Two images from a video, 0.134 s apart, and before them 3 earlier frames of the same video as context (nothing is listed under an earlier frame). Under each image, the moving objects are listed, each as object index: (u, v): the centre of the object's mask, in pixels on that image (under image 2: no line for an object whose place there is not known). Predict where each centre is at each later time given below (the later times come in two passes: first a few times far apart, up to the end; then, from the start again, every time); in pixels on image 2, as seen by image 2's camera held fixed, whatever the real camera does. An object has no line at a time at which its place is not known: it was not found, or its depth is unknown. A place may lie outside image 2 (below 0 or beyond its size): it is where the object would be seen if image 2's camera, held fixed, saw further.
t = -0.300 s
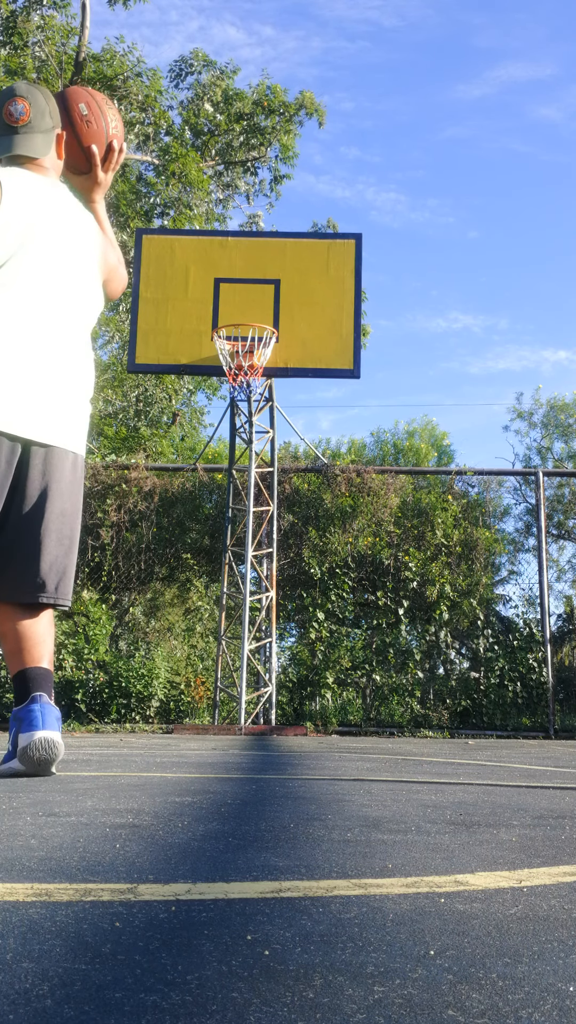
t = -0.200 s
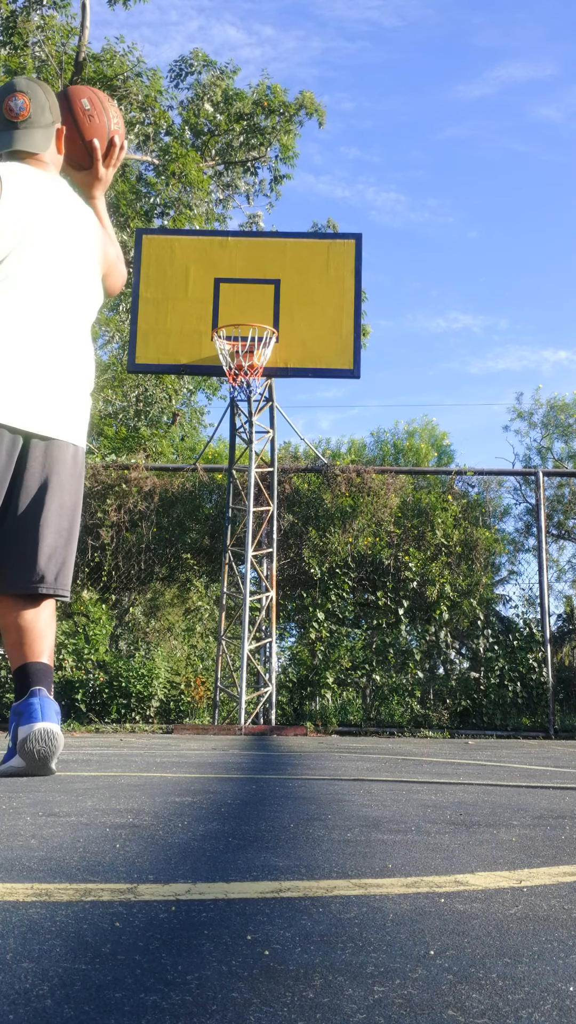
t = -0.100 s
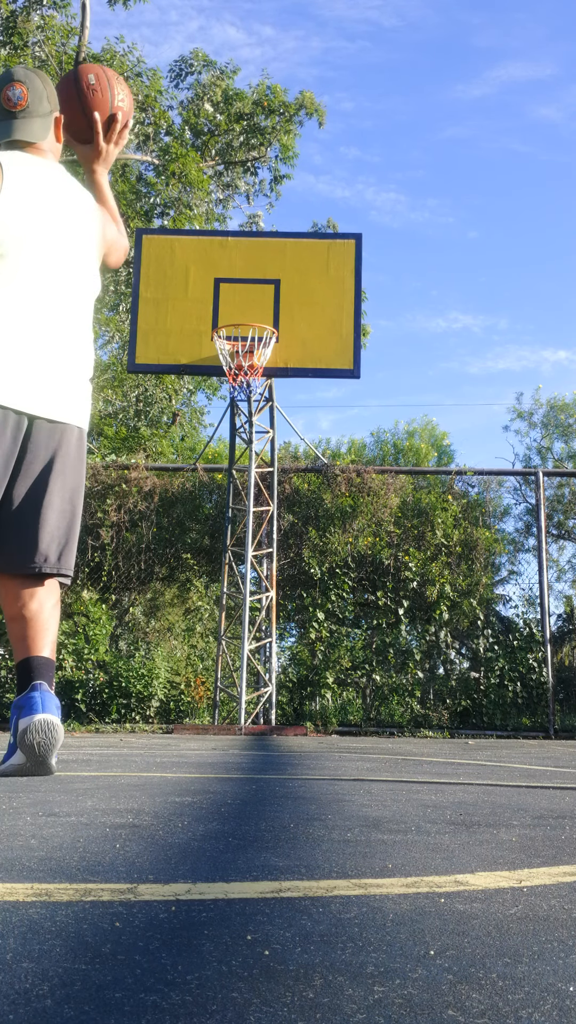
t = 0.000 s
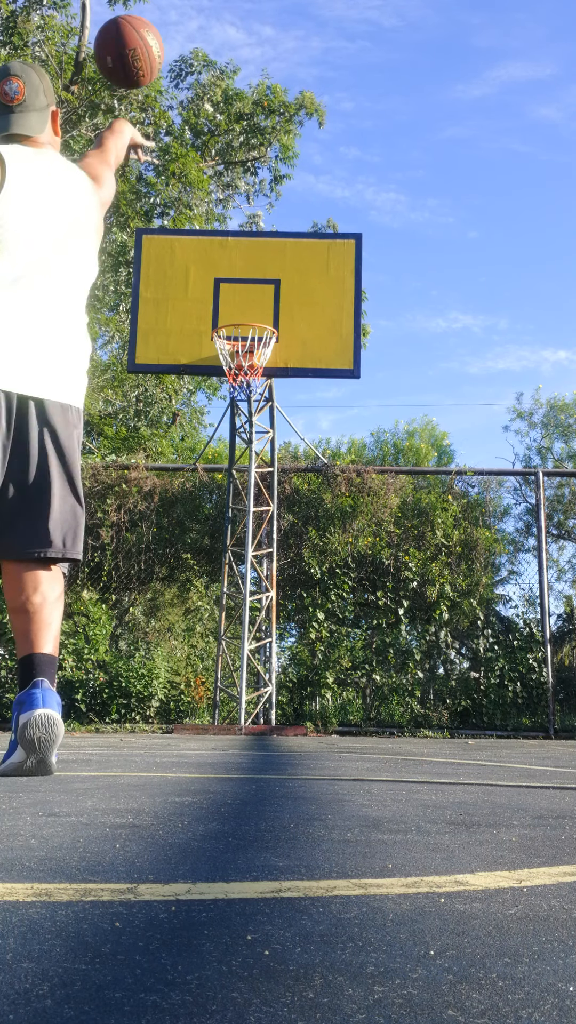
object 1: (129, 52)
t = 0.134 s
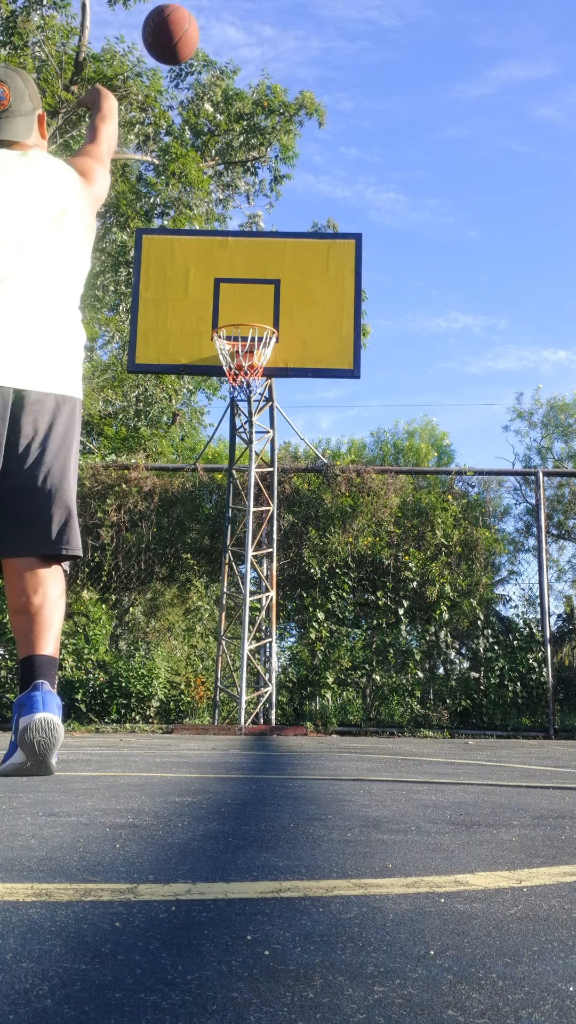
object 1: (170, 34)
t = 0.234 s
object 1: (191, 46)
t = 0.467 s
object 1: (223, 118)
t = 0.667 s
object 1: (239, 217)
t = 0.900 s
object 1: (249, 357)
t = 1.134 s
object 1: (241, 392)
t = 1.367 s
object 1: (224, 477)
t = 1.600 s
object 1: (204, 636)
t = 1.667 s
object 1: (197, 697)
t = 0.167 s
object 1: (178, 36)
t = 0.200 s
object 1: (185, 40)
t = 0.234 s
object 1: (191, 46)
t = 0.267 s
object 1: (197, 52)
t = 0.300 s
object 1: (202, 60)
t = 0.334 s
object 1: (207, 69)
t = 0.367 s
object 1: (212, 80)
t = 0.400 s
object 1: (216, 91)
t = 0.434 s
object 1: (220, 104)
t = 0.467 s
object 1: (223, 118)
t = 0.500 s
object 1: (226, 132)
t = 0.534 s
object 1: (229, 148)
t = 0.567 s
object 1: (232, 164)
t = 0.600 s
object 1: (235, 180)
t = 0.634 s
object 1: (237, 198)
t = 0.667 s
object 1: (239, 217)
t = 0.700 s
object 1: (242, 236)
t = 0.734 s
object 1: (244, 255)
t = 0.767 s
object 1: (246, 275)
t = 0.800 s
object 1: (248, 296)
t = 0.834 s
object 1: (249, 316)
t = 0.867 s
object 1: (248, 340)
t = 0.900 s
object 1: (249, 357)
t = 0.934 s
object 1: (246, 353)
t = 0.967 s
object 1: (249, 372)
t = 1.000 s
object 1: (249, 377)
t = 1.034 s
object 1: (247, 378)
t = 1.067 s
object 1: (245, 381)
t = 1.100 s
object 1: (243, 386)
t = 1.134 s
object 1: (241, 392)
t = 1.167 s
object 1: (238, 401)
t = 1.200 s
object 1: (236, 410)
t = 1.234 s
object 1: (234, 420)
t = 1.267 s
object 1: (232, 432)
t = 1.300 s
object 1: (229, 446)
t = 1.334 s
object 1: (227, 461)
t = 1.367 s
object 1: (224, 477)
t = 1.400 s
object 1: (222, 495)
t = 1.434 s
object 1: (220, 514)
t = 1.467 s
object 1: (217, 535)
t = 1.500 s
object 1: (213, 557)
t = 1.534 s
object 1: (210, 581)
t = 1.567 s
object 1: (207, 608)
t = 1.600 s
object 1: (204, 636)
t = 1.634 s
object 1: (201, 666)
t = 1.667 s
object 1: (197, 697)
